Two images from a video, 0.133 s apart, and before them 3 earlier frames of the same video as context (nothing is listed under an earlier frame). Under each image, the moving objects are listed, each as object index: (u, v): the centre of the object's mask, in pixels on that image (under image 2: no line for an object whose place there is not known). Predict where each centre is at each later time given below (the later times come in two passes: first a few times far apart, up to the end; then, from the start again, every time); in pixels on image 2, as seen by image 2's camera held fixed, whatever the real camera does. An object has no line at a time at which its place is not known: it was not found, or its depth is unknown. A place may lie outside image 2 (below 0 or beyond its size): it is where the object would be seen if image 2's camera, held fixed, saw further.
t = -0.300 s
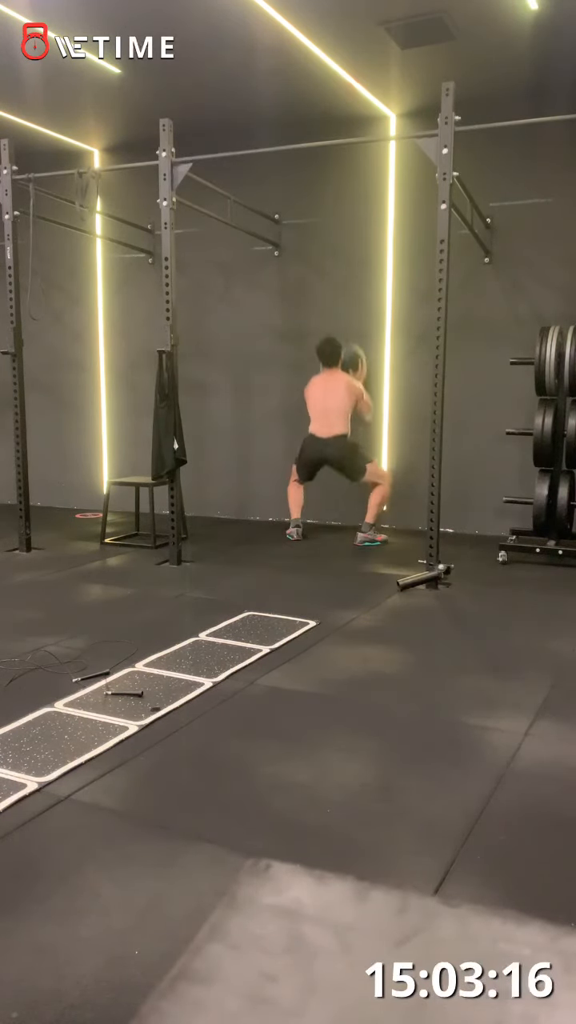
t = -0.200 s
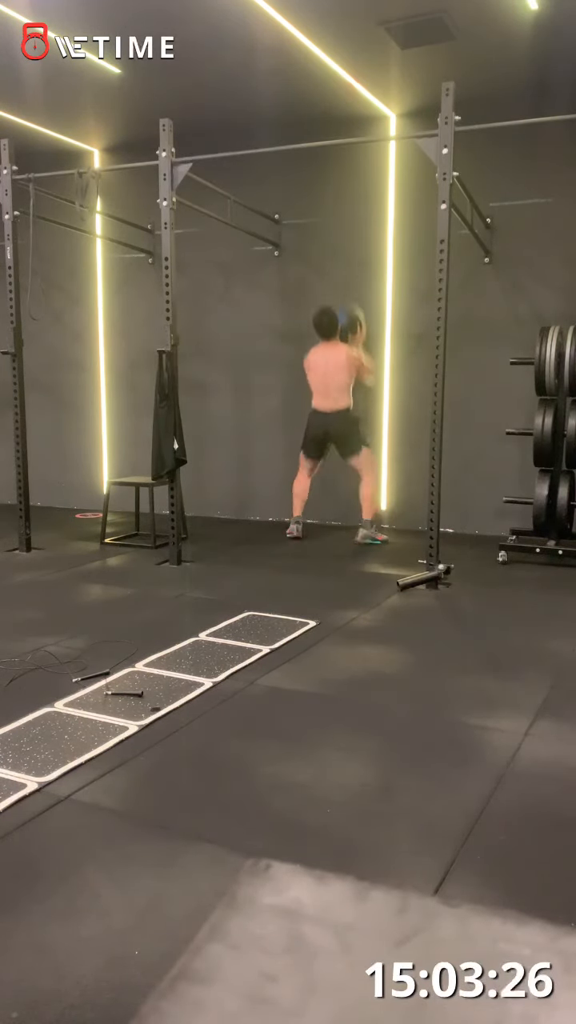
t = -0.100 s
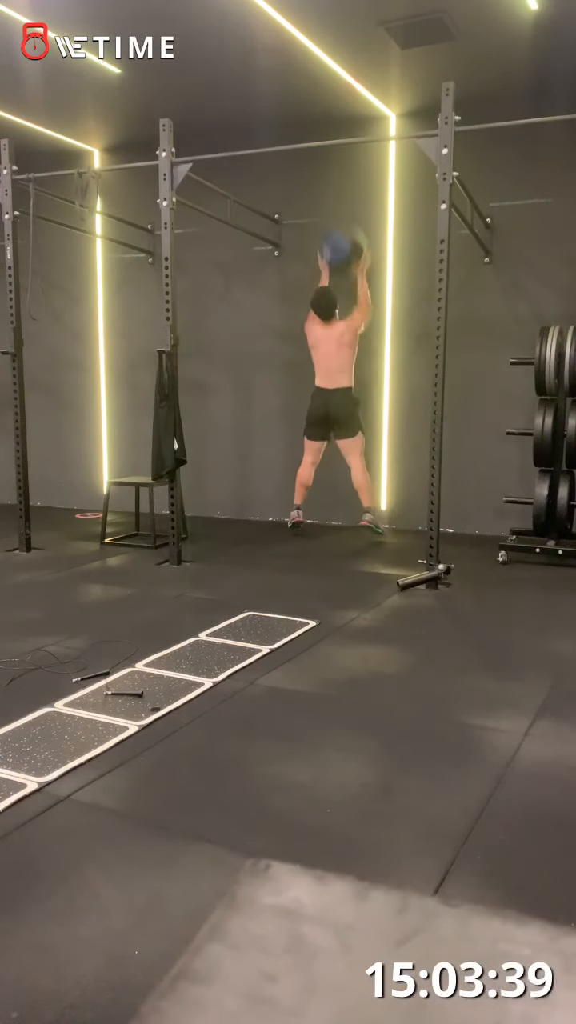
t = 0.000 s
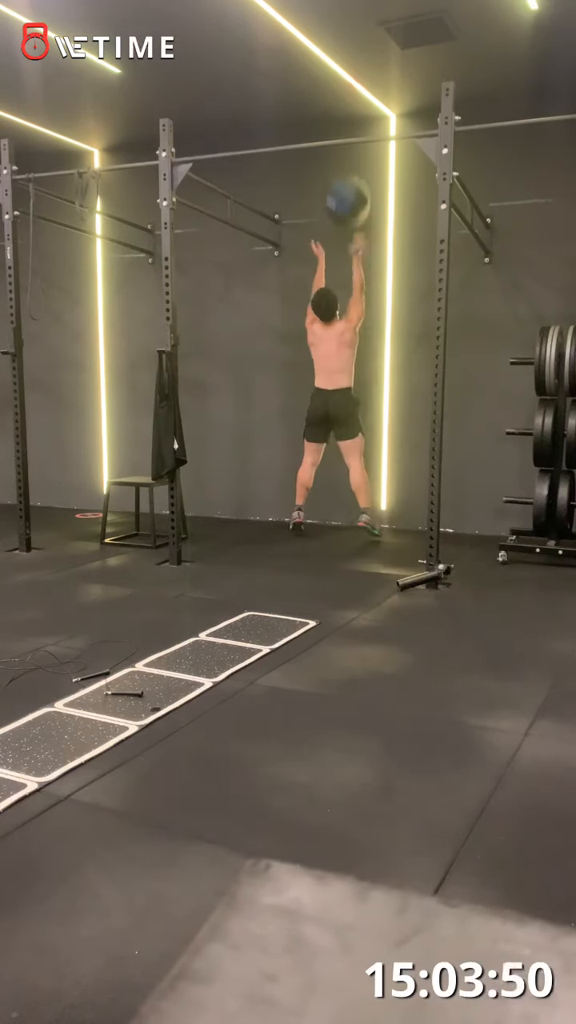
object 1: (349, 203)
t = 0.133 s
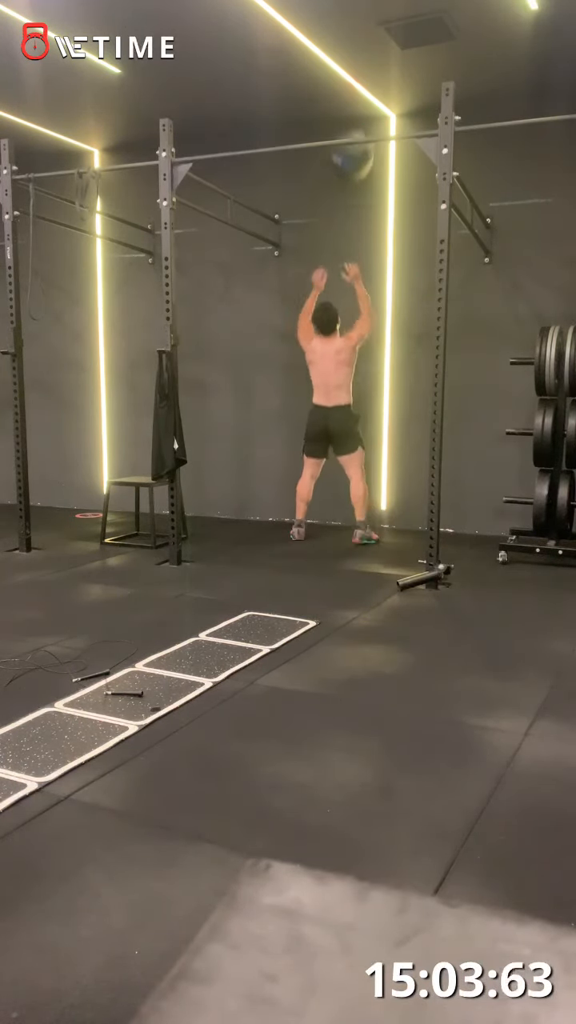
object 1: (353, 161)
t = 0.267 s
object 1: (359, 137)
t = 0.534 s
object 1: (354, 168)
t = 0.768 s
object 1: (351, 269)
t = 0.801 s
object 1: (351, 287)
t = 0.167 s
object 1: (355, 149)
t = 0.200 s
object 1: (357, 144)
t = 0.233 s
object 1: (358, 138)
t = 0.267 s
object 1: (359, 137)
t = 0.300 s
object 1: (360, 136)
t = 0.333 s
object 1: (361, 136)
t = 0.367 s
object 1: (362, 138)
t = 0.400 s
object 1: (360, 143)
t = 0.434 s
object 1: (360, 147)
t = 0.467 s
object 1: (358, 152)
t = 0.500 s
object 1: (357, 162)
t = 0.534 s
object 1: (354, 168)
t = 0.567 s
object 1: (353, 175)
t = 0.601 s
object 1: (352, 188)
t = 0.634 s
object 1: (352, 202)
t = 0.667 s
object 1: (351, 216)
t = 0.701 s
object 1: (352, 234)
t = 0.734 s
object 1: (351, 250)
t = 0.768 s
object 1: (351, 269)
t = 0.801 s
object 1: (351, 287)
